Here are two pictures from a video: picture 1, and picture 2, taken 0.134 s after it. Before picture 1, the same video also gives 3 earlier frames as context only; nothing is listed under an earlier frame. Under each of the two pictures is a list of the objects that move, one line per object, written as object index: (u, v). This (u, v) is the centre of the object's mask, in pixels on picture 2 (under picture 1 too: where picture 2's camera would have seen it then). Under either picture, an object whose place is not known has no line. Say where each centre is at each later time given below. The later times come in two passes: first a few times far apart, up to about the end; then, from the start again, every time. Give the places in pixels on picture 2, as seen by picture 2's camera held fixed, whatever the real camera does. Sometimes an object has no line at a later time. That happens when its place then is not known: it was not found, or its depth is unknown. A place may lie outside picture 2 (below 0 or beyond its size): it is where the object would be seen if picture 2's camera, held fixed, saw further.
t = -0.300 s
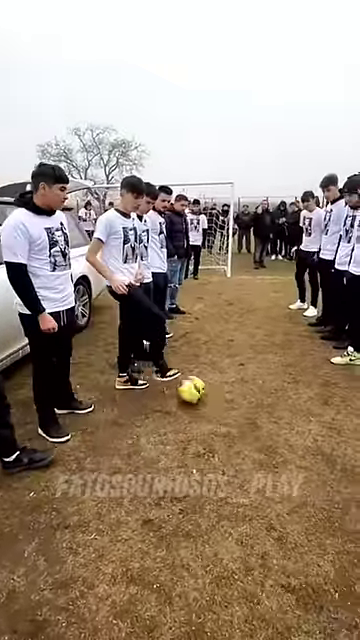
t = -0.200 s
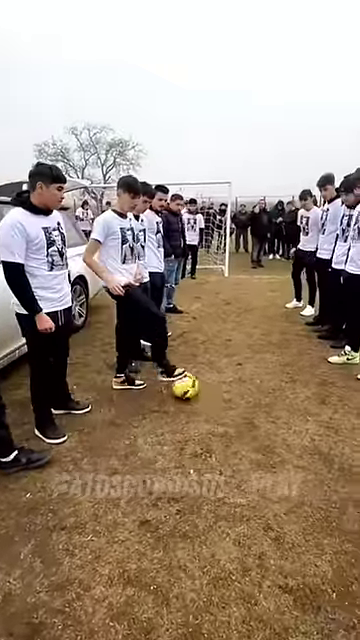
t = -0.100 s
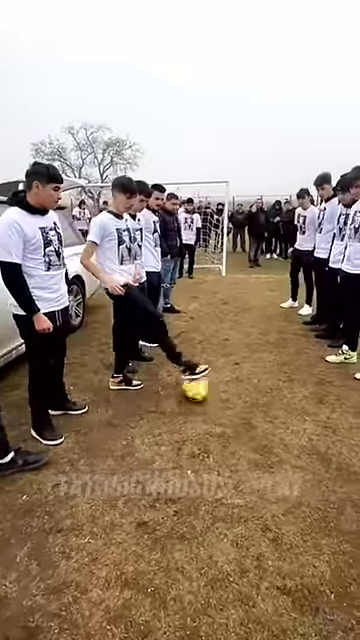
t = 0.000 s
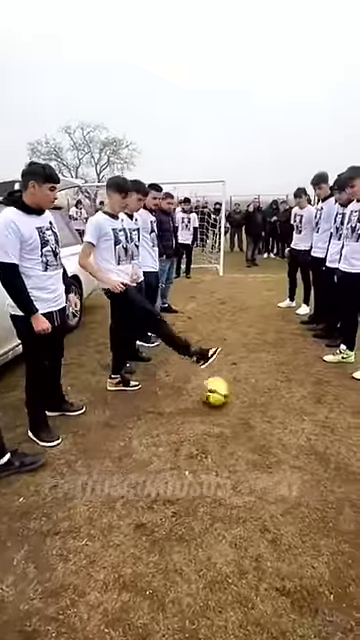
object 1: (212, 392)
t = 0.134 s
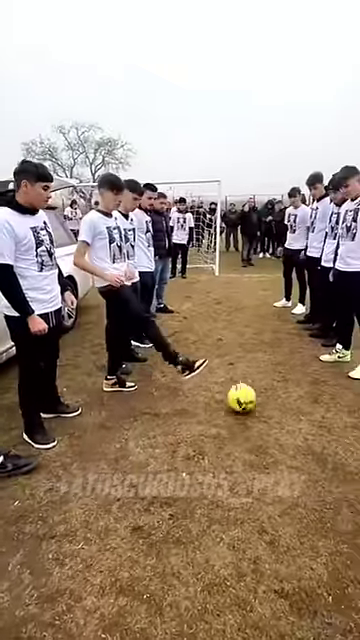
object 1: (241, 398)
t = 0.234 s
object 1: (263, 402)
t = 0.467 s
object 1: (318, 414)
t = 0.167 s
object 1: (249, 399)
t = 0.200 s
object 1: (256, 401)
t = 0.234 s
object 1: (263, 402)
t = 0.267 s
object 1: (271, 402)
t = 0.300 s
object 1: (278, 404)
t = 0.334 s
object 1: (286, 407)
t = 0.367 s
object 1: (294, 408)
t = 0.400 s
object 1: (302, 411)
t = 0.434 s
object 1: (310, 412)
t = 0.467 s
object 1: (318, 414)
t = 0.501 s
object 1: (327, 415)
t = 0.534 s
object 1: (334, 416)
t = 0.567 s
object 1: (343, 417)
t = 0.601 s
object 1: (351, 418)
